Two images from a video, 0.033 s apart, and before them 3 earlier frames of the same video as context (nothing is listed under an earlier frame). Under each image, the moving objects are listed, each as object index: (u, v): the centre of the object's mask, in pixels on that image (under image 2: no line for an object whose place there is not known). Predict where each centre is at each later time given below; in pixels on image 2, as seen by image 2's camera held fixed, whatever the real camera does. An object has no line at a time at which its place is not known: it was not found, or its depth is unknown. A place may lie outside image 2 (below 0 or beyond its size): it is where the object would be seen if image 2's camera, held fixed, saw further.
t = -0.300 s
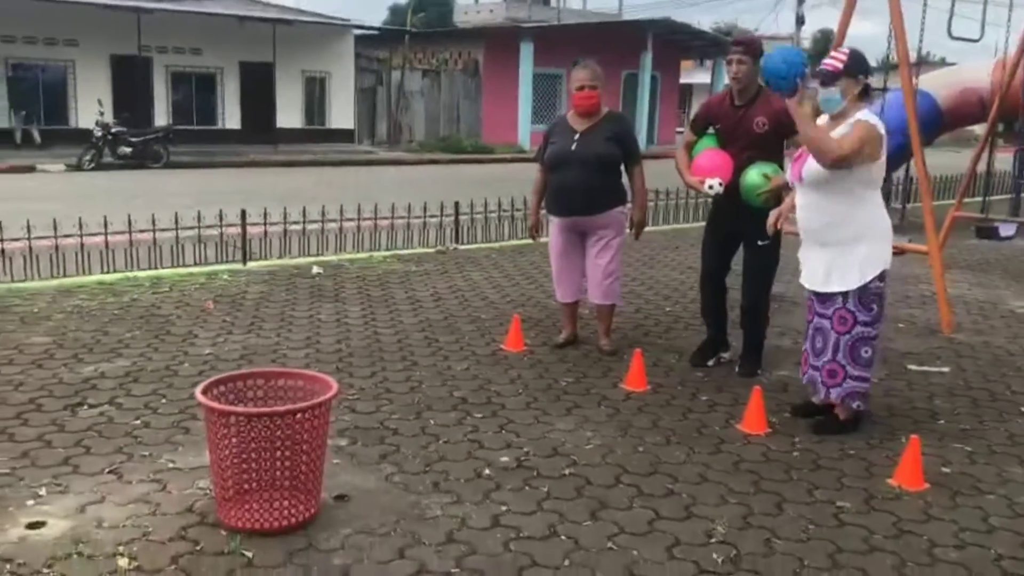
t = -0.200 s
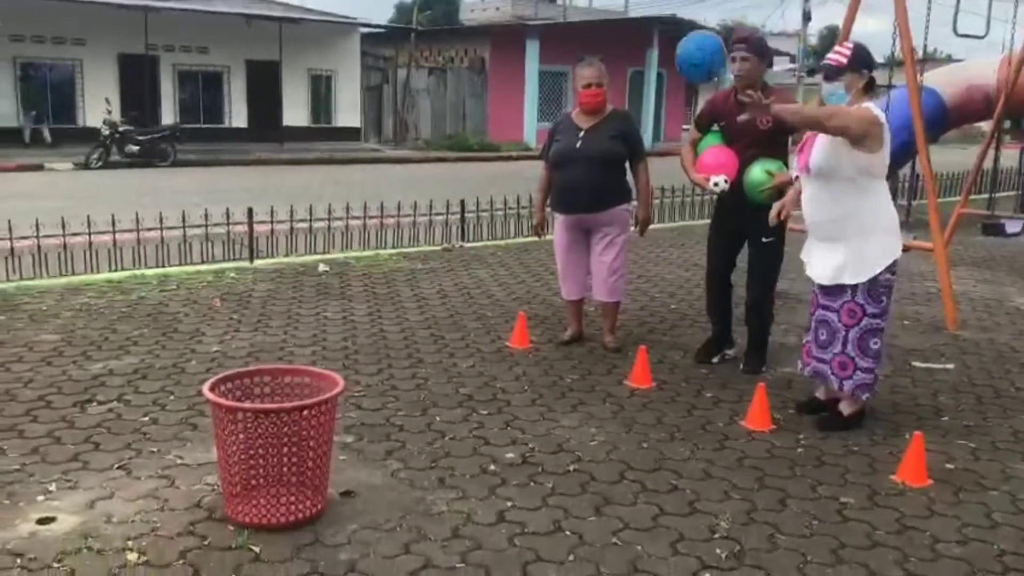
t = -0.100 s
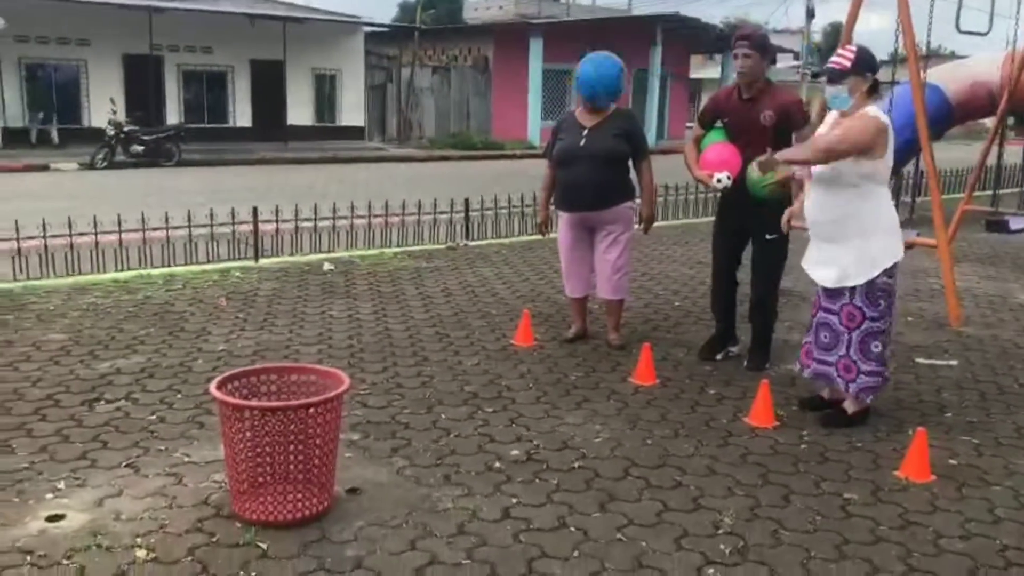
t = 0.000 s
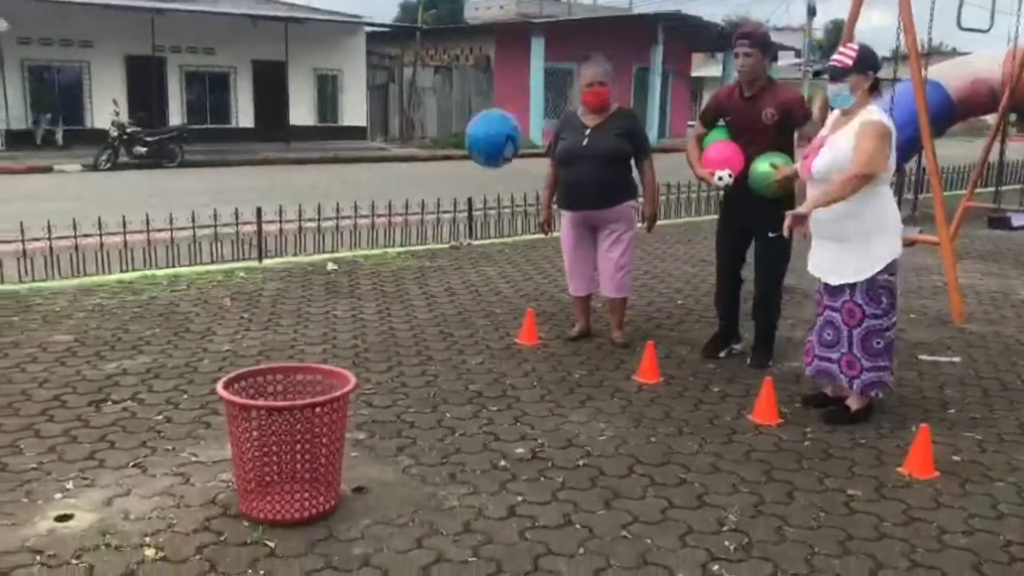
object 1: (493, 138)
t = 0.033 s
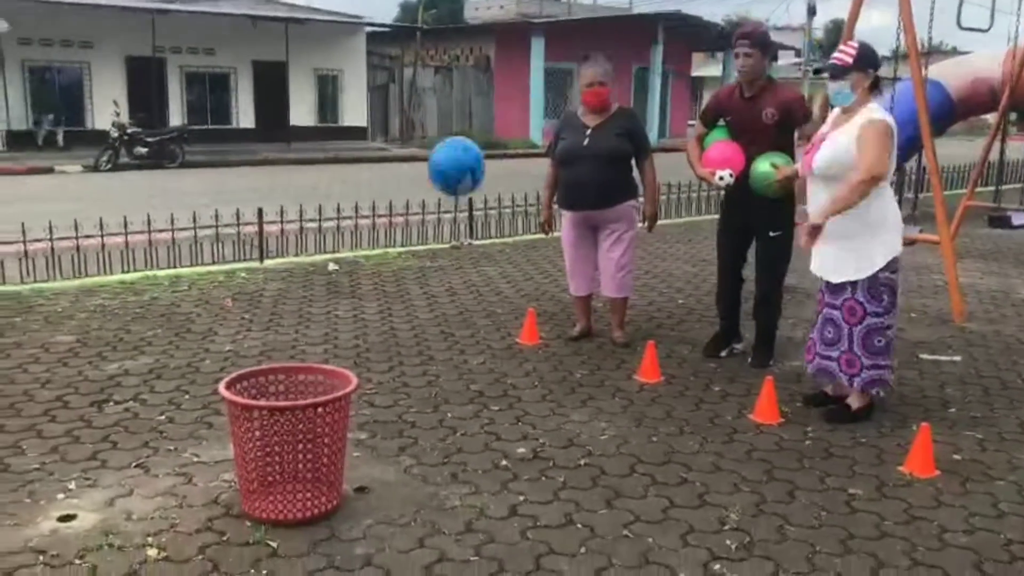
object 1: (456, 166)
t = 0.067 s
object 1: (419, 198)
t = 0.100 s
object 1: (380, 234)
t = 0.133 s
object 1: (340, 274)
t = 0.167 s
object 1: (299, 319)
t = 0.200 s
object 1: (259, 368)
